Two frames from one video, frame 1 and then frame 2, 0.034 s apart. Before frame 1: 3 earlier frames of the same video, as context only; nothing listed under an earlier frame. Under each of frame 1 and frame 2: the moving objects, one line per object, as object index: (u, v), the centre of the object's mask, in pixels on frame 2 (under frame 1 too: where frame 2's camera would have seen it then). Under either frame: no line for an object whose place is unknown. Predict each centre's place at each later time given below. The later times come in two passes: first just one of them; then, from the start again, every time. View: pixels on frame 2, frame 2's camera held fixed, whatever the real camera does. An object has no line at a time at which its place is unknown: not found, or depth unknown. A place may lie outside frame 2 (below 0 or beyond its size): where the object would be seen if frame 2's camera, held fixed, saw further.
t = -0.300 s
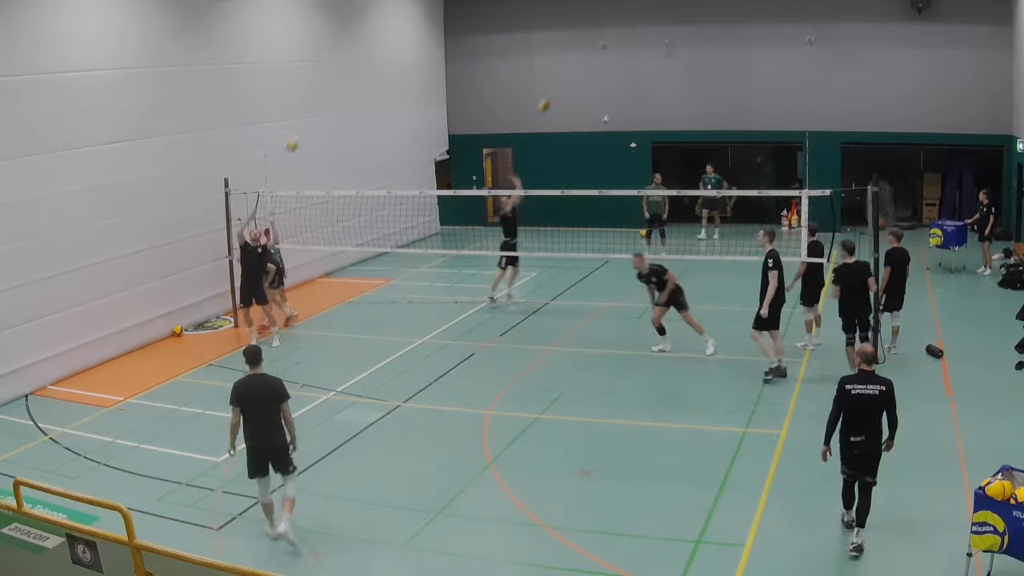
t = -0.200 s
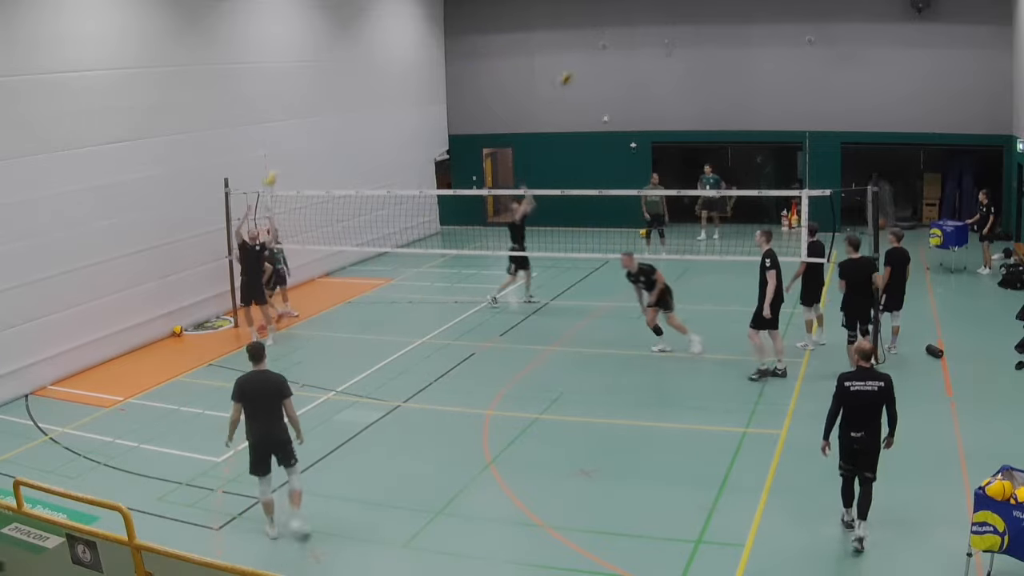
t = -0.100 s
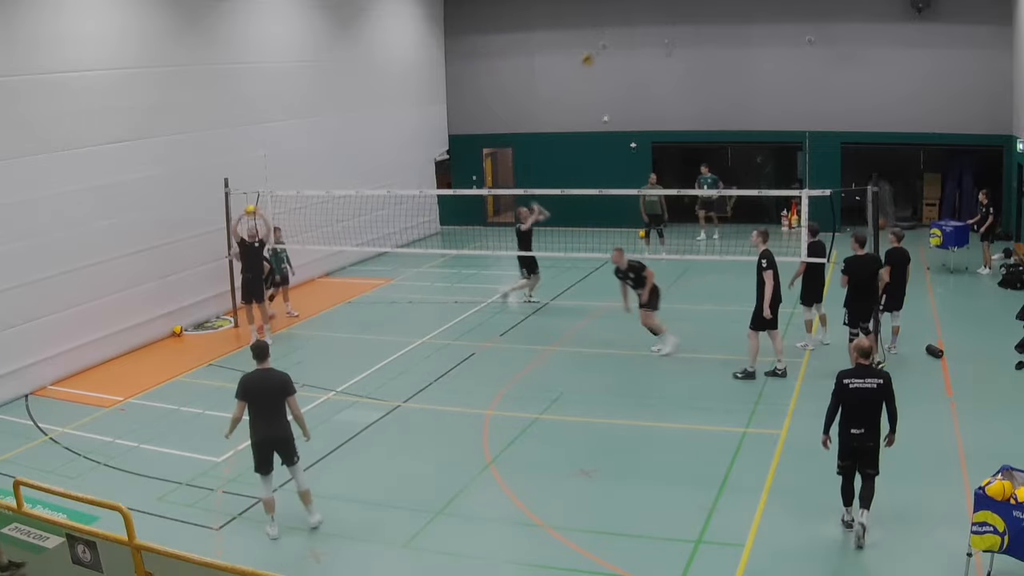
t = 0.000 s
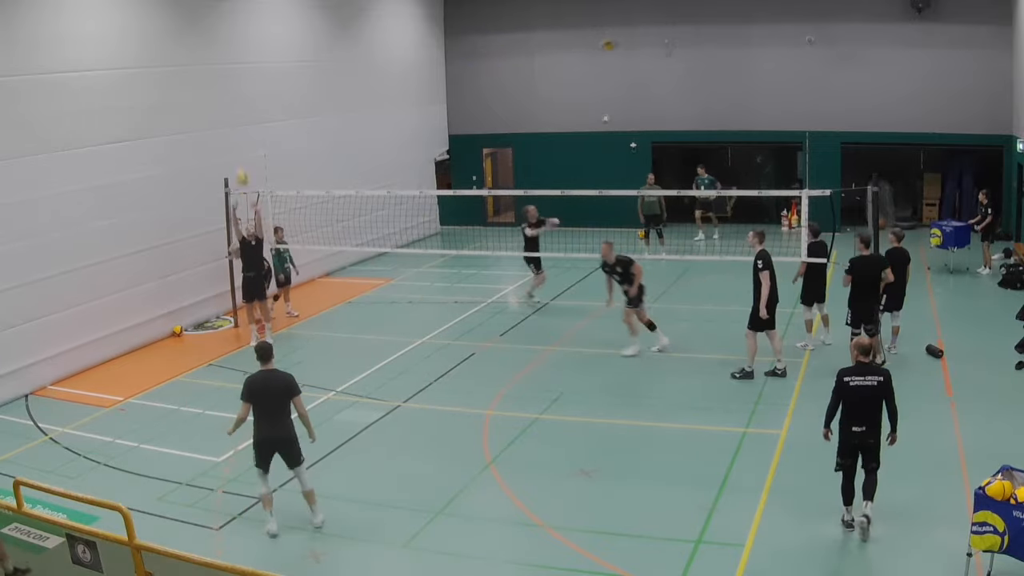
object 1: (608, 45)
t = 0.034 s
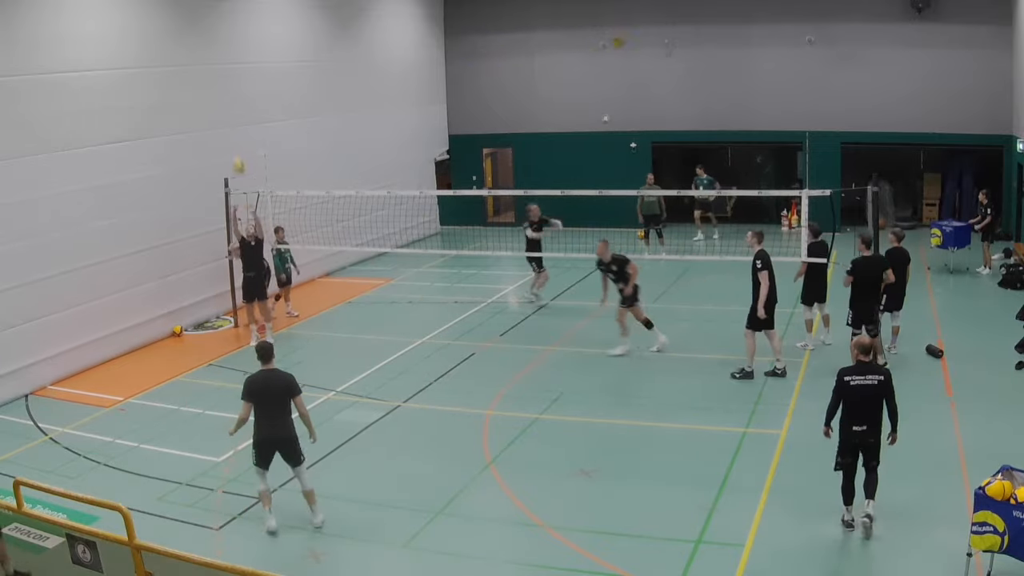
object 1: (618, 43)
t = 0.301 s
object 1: (674, 38)
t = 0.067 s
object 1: (623, 39)
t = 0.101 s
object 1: (632, 37)
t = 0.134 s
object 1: (638, 36)
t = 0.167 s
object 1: (645, 35)
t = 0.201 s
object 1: (652, 35)
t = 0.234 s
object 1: (659, 35)
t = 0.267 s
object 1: (667, 36)
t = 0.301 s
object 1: (674, 38)
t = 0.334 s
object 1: (683, 40)
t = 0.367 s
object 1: (690, 44)
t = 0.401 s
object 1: (697, 49)
